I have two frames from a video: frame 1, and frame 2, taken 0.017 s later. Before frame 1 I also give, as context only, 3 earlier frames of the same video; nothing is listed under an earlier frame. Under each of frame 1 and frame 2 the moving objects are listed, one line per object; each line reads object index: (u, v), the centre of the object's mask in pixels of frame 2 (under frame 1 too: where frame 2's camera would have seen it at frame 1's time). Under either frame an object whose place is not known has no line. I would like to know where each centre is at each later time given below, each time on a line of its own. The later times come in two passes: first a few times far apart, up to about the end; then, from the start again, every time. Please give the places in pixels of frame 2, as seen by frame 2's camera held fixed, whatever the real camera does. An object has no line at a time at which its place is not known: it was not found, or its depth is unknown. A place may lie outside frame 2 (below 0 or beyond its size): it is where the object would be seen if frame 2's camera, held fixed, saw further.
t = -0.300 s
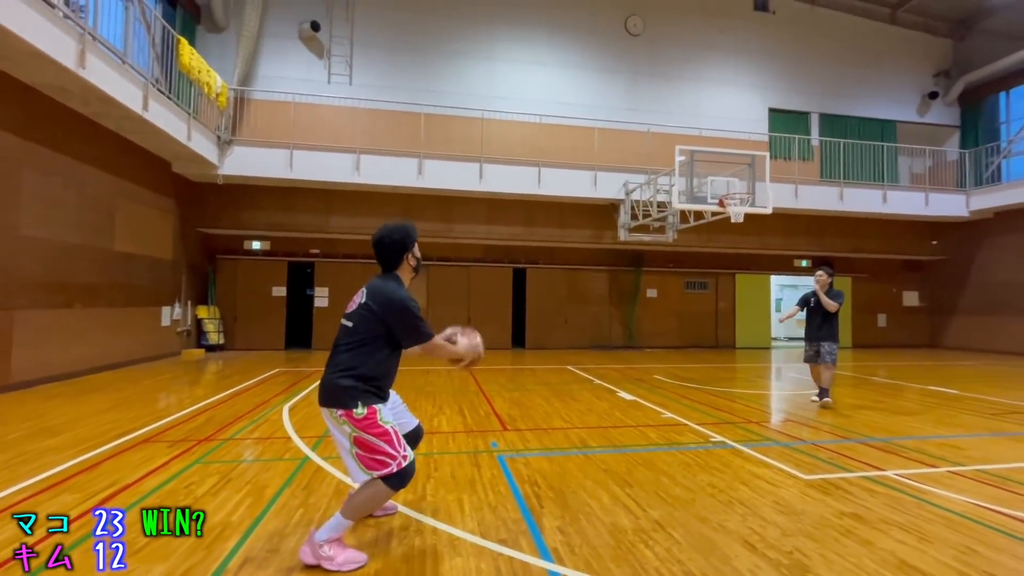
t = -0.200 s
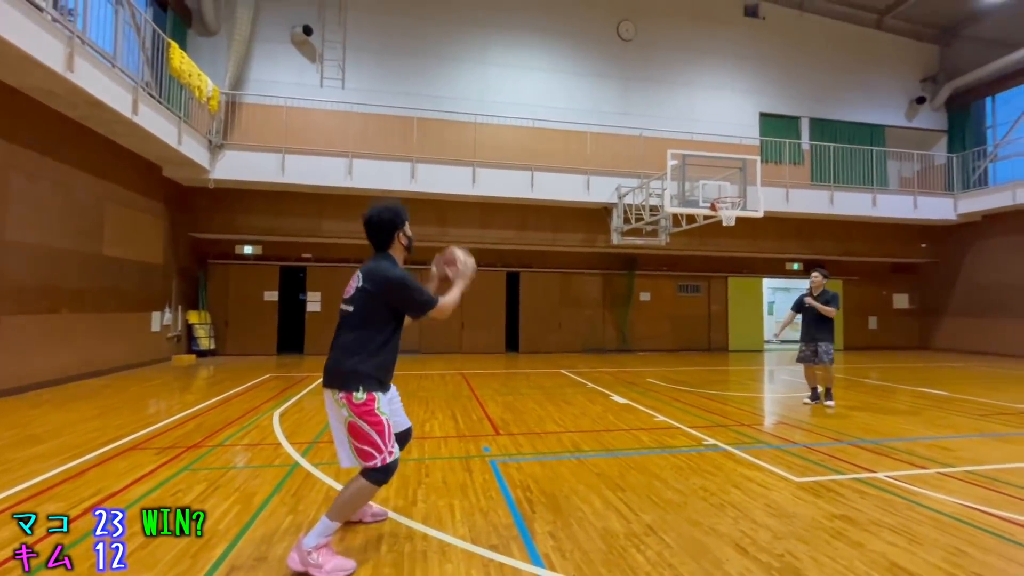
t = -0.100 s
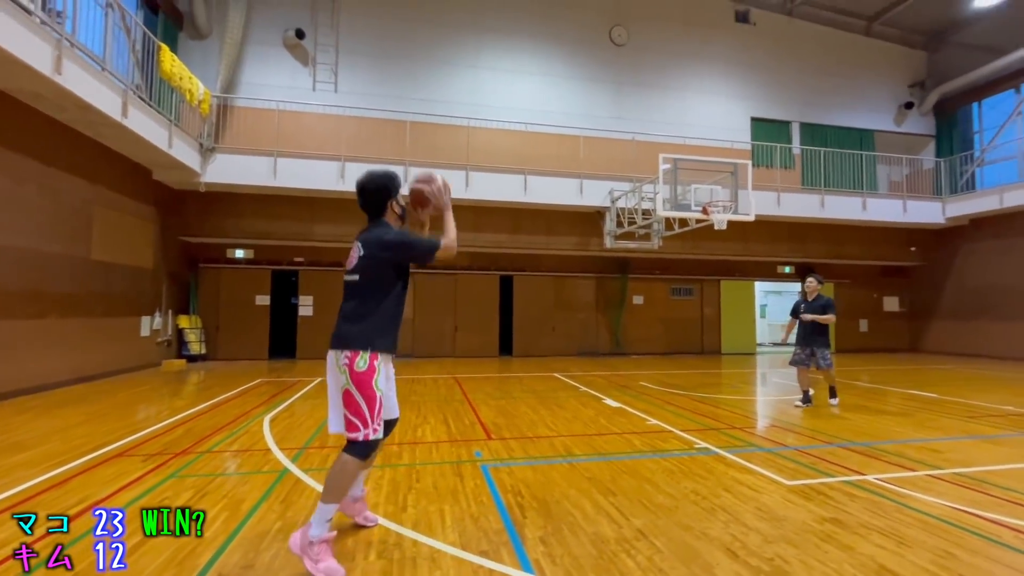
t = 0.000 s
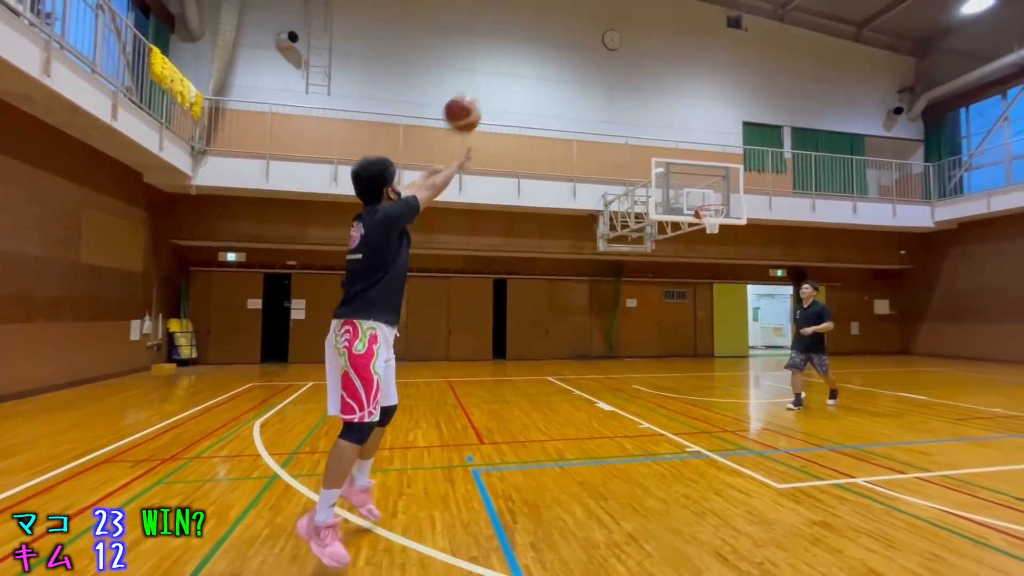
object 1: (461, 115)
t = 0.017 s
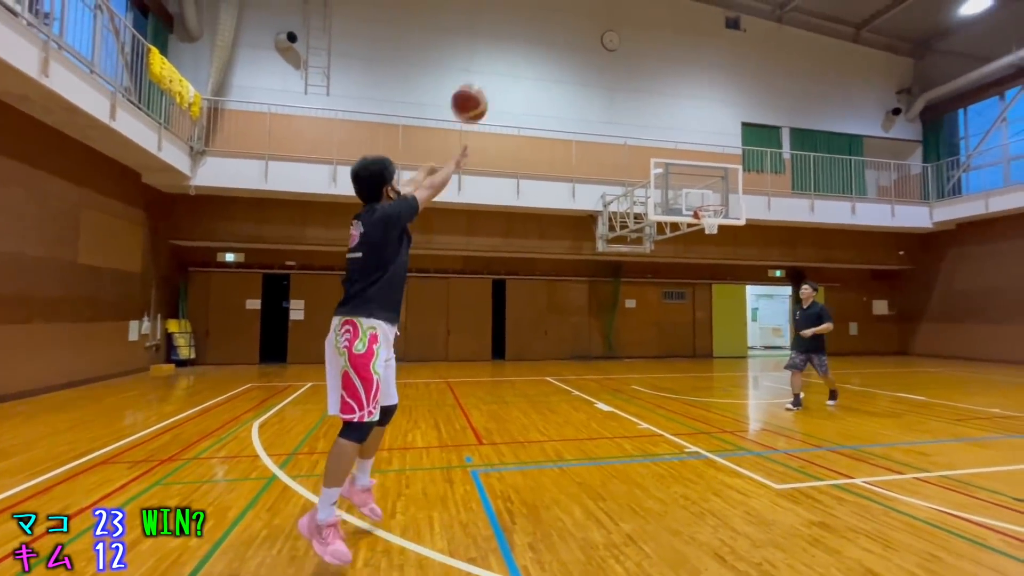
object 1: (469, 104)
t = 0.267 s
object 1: (569, 7)
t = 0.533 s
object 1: (632, 4)
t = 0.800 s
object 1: (673, 51)
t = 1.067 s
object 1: (703, 129)
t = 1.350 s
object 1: (741, 189)
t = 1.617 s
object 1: (811, 176)
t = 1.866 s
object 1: (889, 209)
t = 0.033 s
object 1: (479, 91)
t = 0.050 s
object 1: (487, 81)
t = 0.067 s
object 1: (494, 73)
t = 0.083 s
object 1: (503, 63)
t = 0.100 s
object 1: (510, 55)
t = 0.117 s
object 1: (517, 49)
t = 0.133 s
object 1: (524, 41)
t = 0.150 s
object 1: (531, 35)
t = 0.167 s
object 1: (537, 30)
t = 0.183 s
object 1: (543, 25)
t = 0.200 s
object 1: (548, 20)
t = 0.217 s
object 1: (554, 17)
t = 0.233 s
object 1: (559, 13)
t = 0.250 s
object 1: (564, 10)
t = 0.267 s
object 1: (569, 7)
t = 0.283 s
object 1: (574, 5)
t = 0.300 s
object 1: (579, 3)
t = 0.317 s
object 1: (583, 2)
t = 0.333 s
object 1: (588, 0)
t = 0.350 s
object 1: (591, 0)
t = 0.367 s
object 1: (596, -1)
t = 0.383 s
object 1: (600, -1)
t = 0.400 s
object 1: (604, -1)
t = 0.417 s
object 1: (607, -2)
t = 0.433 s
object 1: (611, -2)
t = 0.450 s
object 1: (615, -3)
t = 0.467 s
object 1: (618, -2)
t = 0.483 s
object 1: (622, 0)
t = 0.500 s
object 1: (625, 1)
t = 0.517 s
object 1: (629, 3)
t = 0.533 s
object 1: (632, 4)
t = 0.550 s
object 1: (635, 5)
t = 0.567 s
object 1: (638, 7)
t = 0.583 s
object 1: (641, 10)
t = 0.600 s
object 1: (644, 12)
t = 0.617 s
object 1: (646, 14)
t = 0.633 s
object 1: (650, 17)
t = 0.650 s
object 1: (652, 20)
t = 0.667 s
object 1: (655, 23)
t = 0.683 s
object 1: (657, 25)
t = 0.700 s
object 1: (659, 28)
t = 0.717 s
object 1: (662, 32)
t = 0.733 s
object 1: (665, 36)
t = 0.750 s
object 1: (667, 39)
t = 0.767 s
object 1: (669, 43)
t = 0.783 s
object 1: (672, 47)
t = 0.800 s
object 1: (673, 51)
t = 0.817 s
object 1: (675, 55)
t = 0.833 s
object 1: (678, 59)
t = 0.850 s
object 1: (680, 63)
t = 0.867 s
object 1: (682, 68)
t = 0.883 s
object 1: (684, 73)
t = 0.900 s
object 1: (686, 78)
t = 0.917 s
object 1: (688, 82)
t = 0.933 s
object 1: (690, 87)
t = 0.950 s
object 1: (691, 92)
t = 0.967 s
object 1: (693, 97)
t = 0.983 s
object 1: (695, 103)
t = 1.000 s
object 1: (696, 108)
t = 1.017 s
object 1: (698, 113)
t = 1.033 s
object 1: (700, 119)
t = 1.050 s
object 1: (701, 124)
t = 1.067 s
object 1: (703, 129)
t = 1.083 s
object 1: (705, 135)
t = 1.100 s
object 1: (707, 140)
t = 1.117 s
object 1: (709, 146)
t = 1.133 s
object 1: (711, 152)
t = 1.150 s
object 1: (713, 159)
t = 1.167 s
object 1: (714, 163)
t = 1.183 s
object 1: (715, 169)
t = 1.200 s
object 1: (717, 175)
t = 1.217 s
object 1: (718, 181)
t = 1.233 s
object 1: (719, 187)
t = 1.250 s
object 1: (721, 195)
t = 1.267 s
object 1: (722, 201)
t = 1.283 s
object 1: (726, 199)
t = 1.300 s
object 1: (730, 196)
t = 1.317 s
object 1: (734, 194)
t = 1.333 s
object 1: (737, 192)
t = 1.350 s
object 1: (741, 189)
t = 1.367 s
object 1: (745, 187)
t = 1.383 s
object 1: (749, 185)
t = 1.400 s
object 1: (753, 183)
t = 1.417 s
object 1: (757, 183)
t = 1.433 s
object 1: (762, 181)
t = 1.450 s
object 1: (766, 180)
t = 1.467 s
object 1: (770, 179)
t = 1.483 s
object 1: (775, 178)
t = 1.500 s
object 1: (779, 177)
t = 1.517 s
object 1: (782, 177)
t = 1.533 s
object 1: (787, 176)
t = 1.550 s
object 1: (792, 176)
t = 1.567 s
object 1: (797, 176)
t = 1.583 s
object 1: (801, 176)
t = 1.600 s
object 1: (807, 176)
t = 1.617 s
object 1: (811, 176)
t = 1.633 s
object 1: (816, 177)
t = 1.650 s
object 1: (821, 178)
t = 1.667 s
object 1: (825, 179)
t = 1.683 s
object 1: (830, 181)
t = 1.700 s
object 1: (835, 183)
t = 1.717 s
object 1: (840, 184)
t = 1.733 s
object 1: (846, 186)
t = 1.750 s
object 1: (850, 188)
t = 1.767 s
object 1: (856, 191)
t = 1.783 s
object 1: (861, 193)
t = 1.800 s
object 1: (867, 196)
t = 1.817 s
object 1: (871, 199)
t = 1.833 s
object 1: (877, 202)
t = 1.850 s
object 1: (883, 206)
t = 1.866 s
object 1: (889, 209)
